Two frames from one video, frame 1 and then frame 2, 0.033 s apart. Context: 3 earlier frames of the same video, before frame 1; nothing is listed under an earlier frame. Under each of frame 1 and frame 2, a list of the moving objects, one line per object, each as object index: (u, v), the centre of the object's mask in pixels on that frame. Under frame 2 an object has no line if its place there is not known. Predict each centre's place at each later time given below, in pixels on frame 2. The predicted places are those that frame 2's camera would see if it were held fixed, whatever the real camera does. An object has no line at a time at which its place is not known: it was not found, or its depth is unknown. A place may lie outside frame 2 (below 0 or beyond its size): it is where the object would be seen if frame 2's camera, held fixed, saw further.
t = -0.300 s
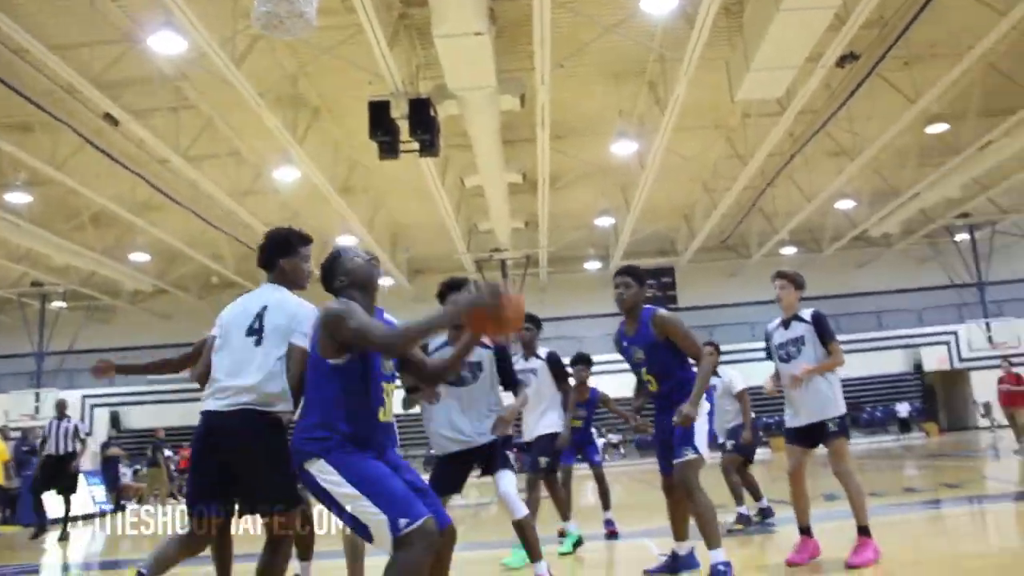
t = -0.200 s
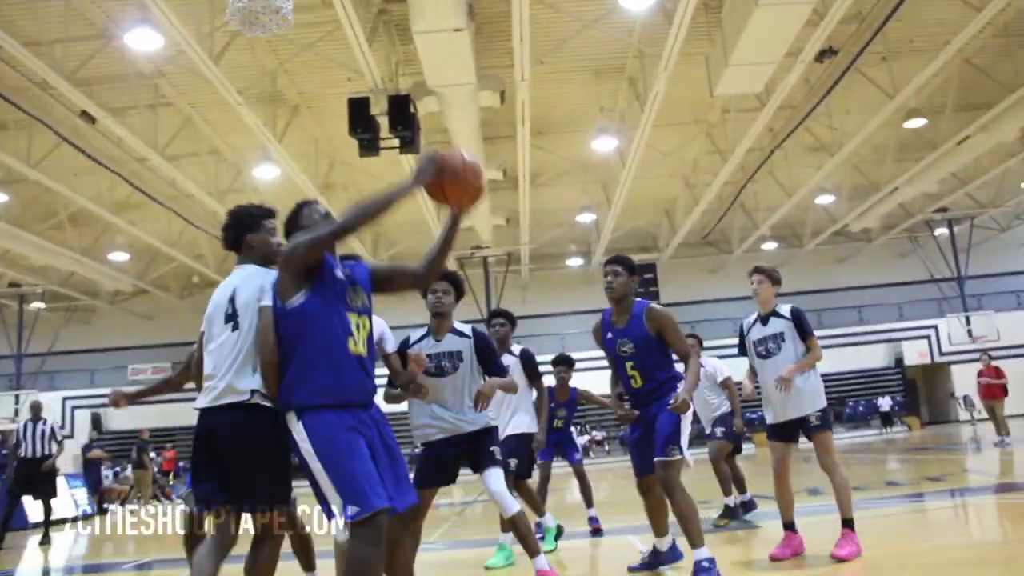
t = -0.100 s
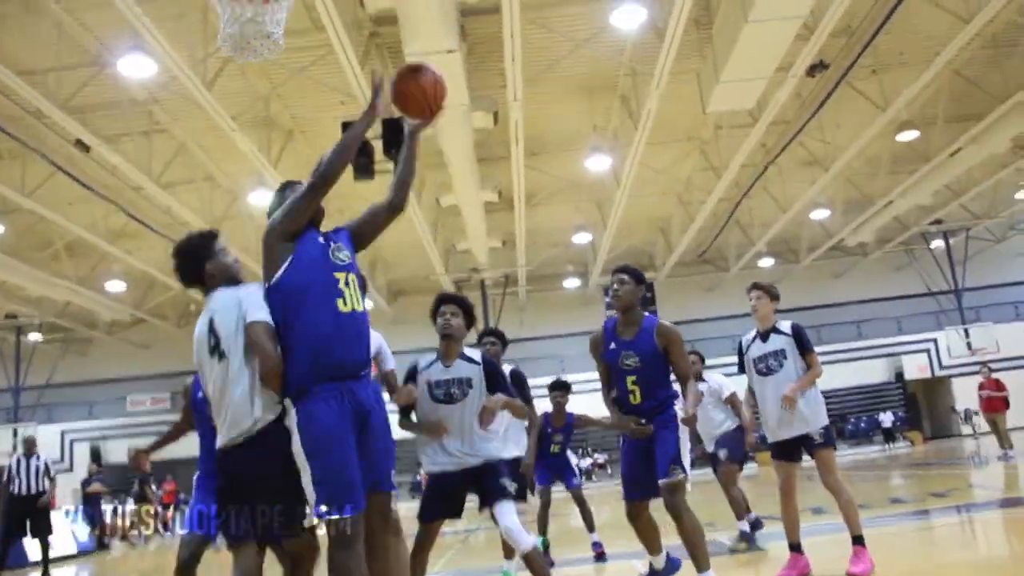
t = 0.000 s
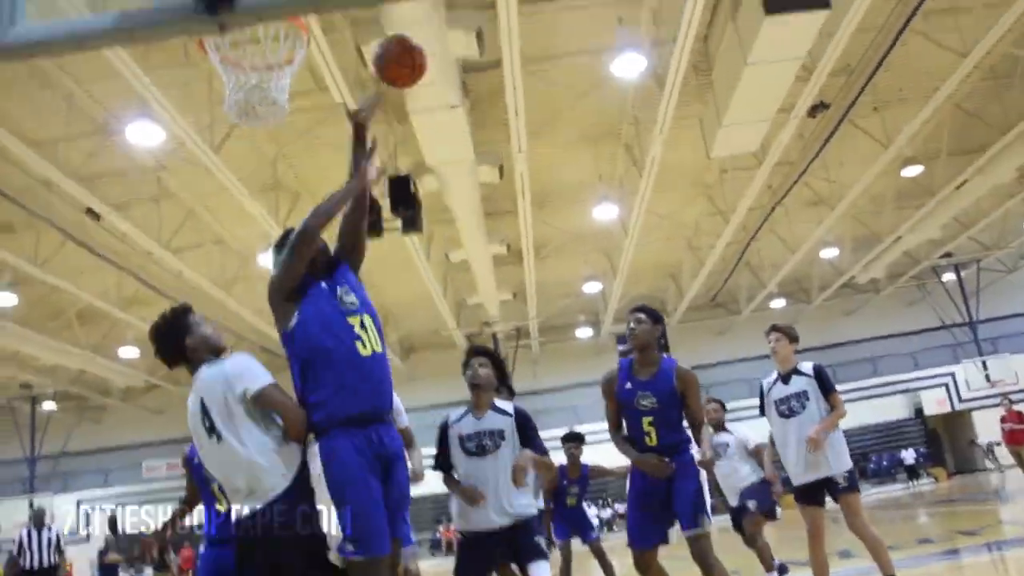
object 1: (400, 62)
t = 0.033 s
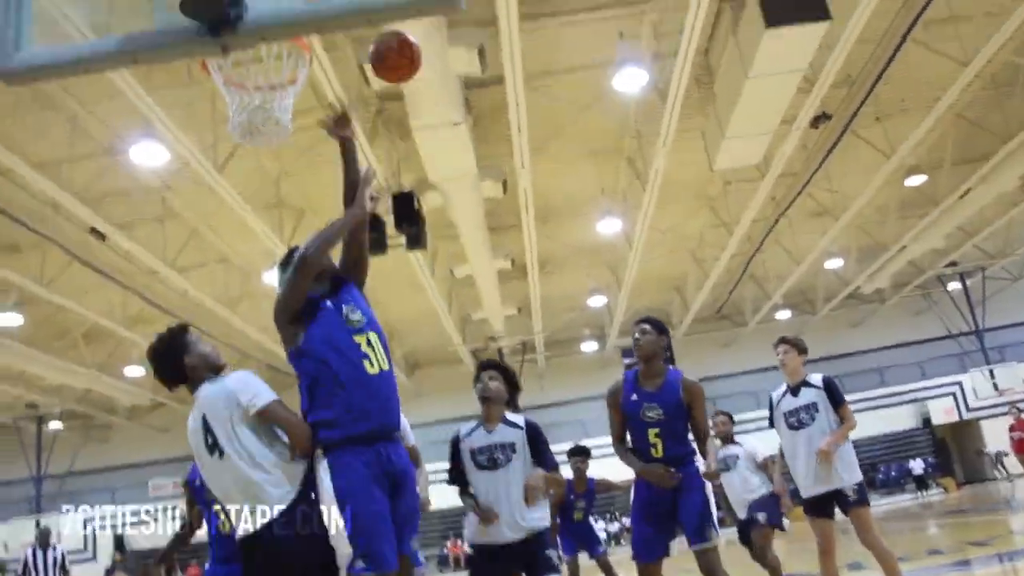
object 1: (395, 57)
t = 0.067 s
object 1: (389, 39)
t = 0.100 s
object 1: (384, 29)
